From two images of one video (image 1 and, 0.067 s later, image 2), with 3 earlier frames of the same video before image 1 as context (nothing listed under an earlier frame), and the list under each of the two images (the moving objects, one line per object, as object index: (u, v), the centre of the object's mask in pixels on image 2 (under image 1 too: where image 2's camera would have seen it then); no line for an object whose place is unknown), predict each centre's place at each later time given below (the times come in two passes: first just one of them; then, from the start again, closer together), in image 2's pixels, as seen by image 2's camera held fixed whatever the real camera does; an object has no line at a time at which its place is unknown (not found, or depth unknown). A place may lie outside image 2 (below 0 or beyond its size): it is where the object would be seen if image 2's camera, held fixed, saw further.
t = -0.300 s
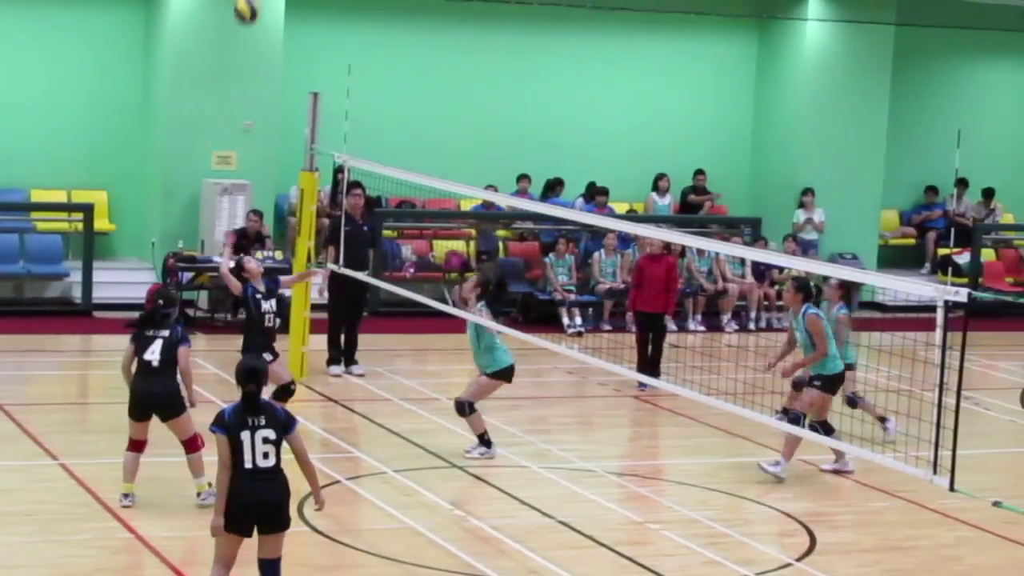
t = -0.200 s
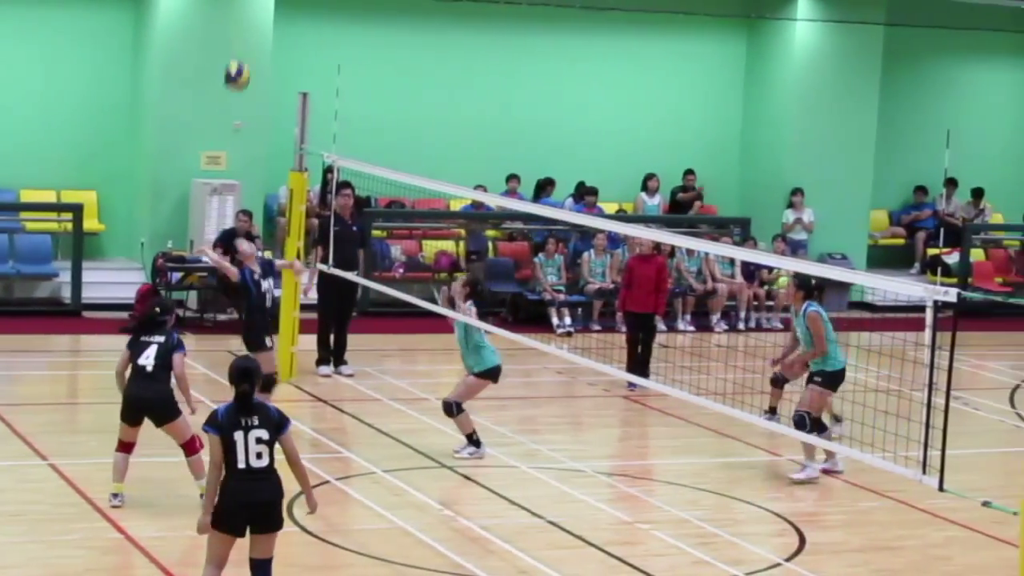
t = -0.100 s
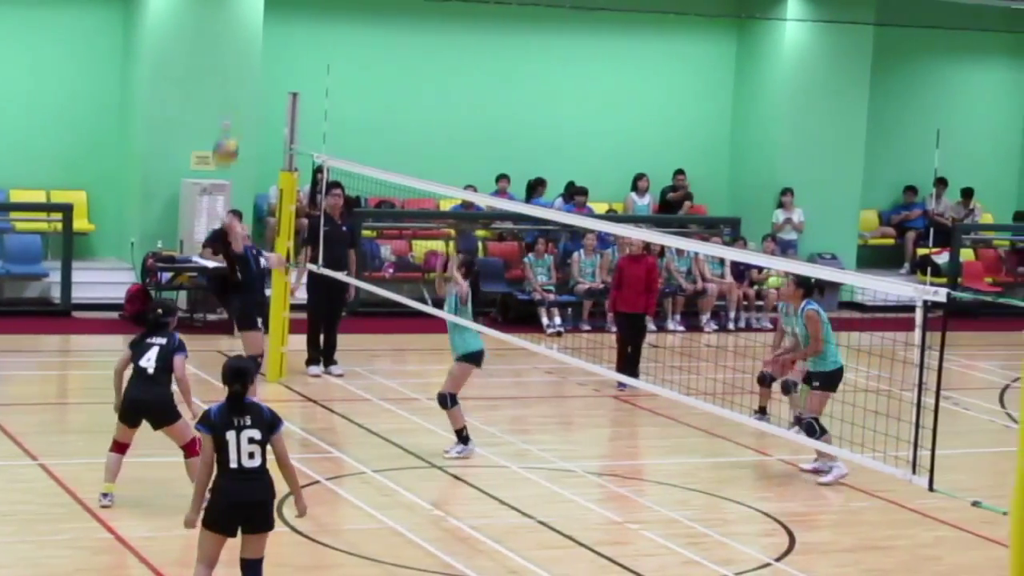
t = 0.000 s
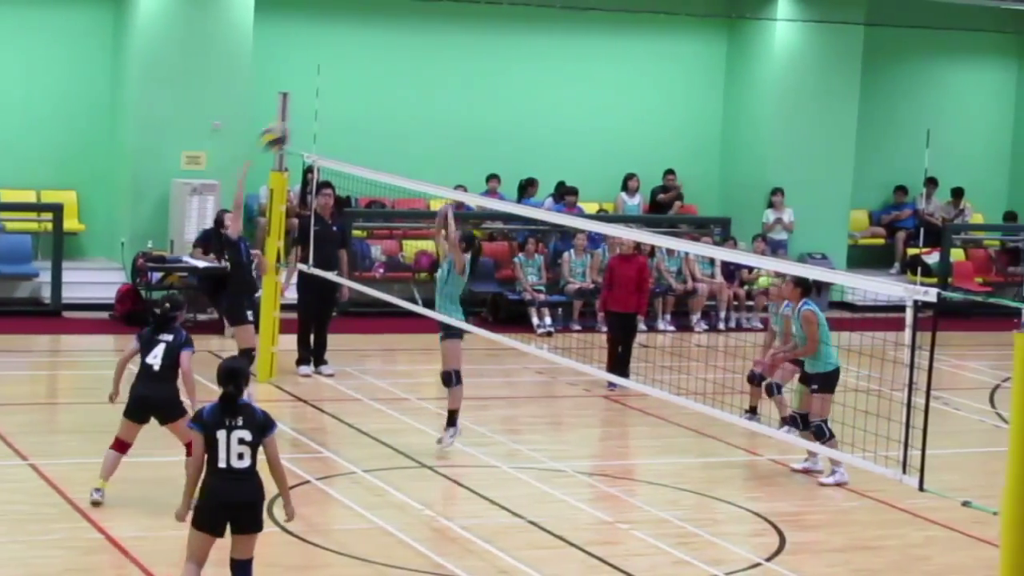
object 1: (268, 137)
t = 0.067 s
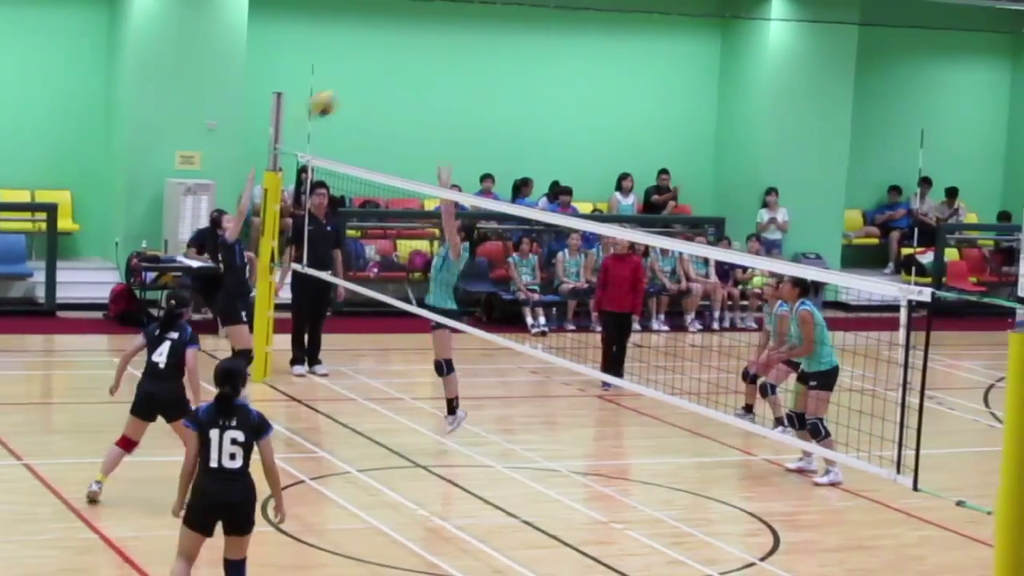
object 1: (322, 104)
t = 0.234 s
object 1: (459, 50)
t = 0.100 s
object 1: (350, 90)
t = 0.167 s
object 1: (404, 69)
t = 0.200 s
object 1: (432, 58)
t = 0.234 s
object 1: (459, 50)
